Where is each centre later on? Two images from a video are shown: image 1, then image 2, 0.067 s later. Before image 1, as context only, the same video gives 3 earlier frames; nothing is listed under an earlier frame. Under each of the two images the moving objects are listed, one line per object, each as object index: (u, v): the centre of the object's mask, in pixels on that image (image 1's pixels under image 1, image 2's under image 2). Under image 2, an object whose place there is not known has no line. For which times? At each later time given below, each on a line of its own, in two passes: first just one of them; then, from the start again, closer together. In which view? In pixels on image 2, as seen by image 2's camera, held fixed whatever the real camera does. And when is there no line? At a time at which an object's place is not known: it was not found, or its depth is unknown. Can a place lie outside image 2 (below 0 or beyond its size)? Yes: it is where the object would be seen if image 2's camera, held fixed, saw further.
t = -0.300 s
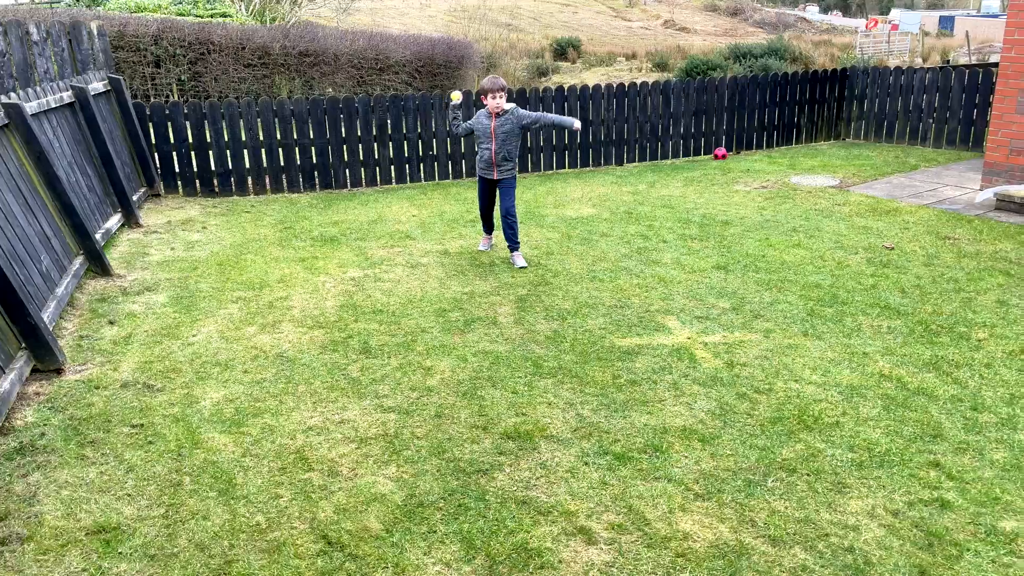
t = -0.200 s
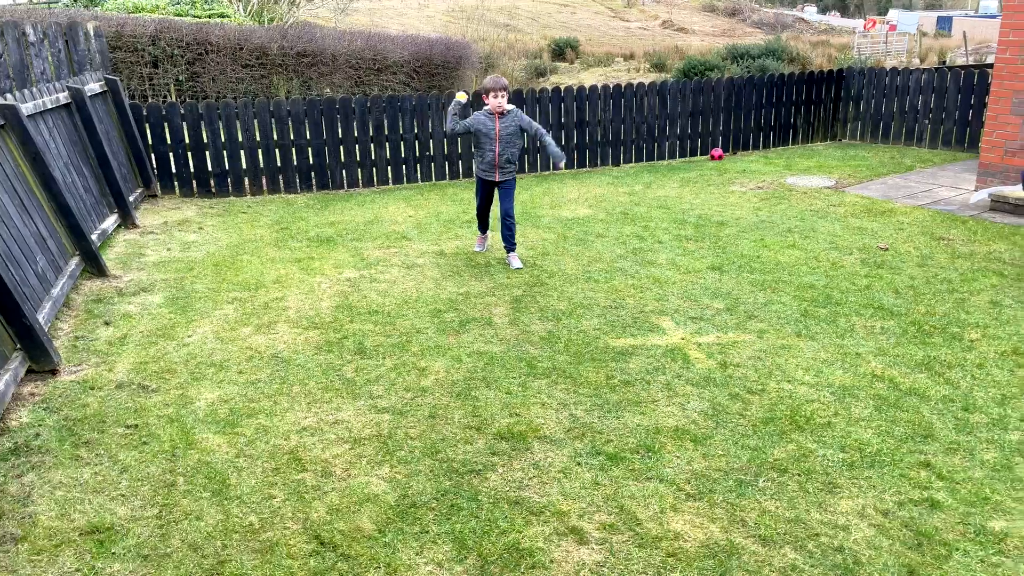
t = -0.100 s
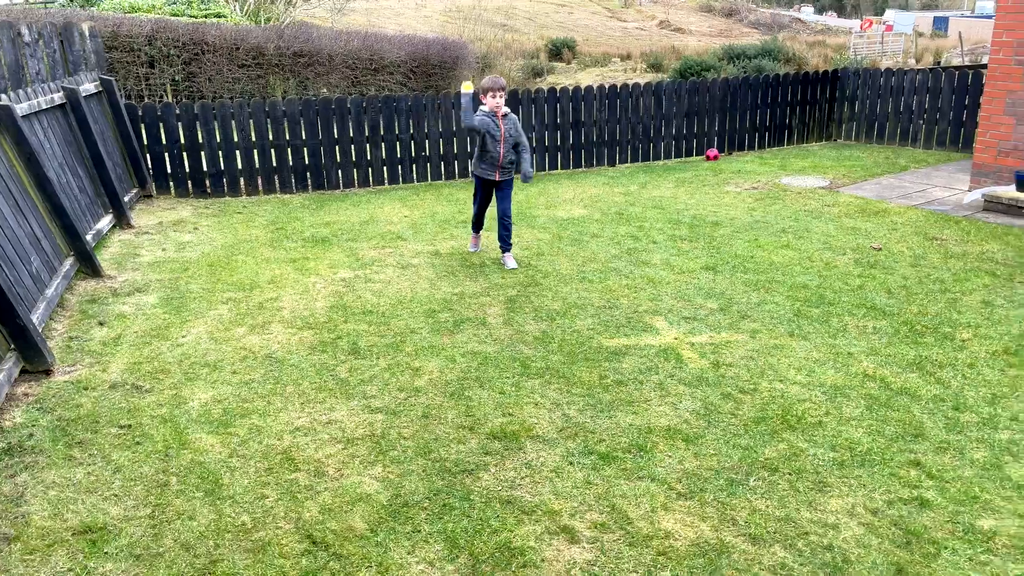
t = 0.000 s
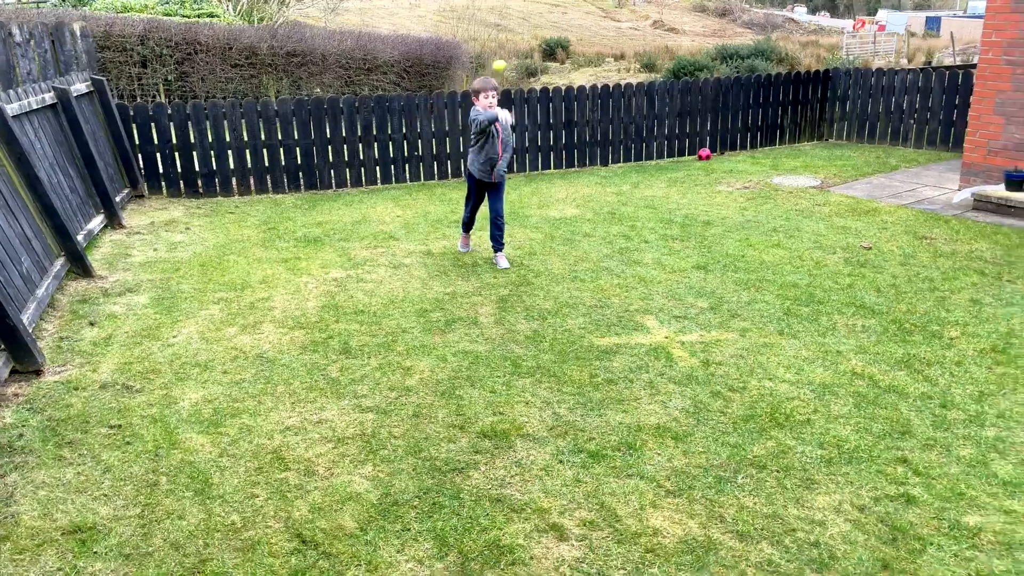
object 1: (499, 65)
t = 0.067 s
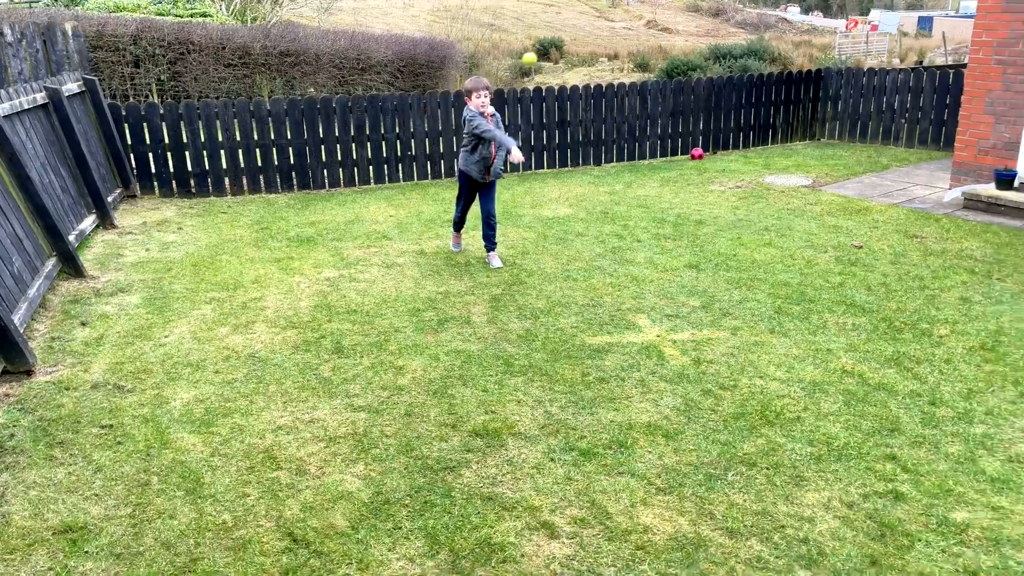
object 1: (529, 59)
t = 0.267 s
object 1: (685, 93)
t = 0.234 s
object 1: (654, 80)
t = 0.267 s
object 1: (685, 93)
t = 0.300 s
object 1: (719, 111)
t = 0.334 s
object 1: (756, 132)
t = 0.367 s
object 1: (798, 157)
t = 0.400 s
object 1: (821, 173)
